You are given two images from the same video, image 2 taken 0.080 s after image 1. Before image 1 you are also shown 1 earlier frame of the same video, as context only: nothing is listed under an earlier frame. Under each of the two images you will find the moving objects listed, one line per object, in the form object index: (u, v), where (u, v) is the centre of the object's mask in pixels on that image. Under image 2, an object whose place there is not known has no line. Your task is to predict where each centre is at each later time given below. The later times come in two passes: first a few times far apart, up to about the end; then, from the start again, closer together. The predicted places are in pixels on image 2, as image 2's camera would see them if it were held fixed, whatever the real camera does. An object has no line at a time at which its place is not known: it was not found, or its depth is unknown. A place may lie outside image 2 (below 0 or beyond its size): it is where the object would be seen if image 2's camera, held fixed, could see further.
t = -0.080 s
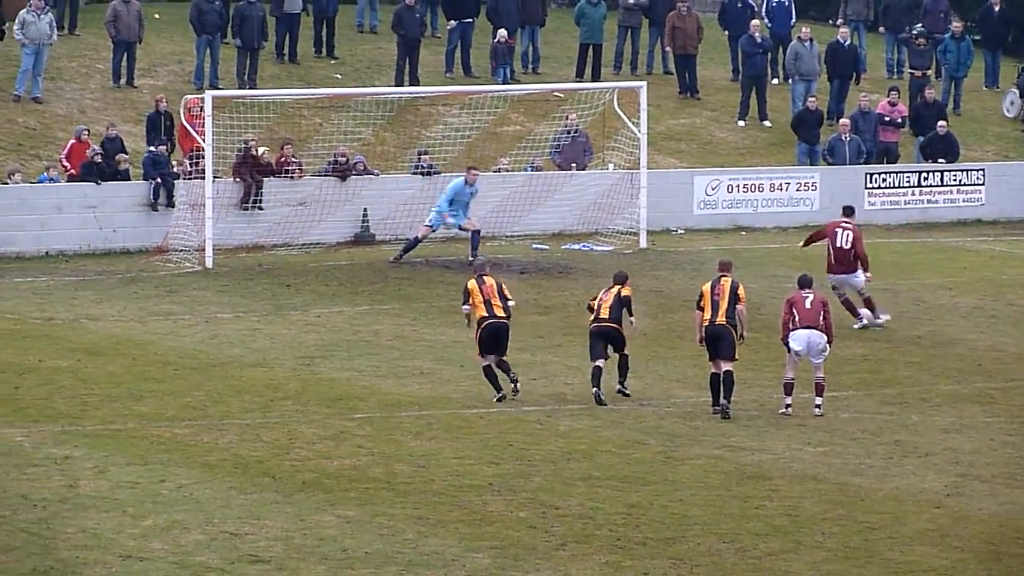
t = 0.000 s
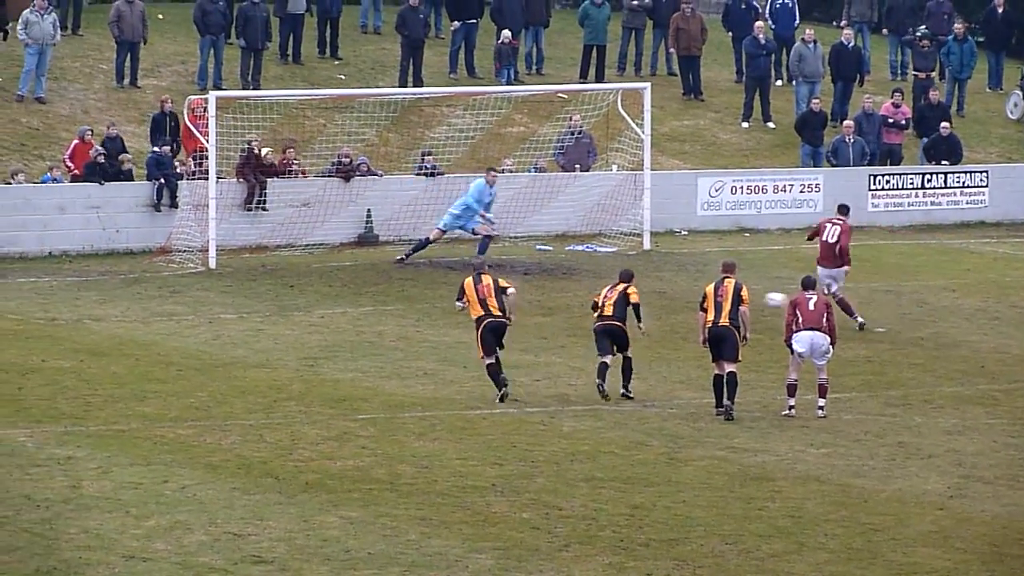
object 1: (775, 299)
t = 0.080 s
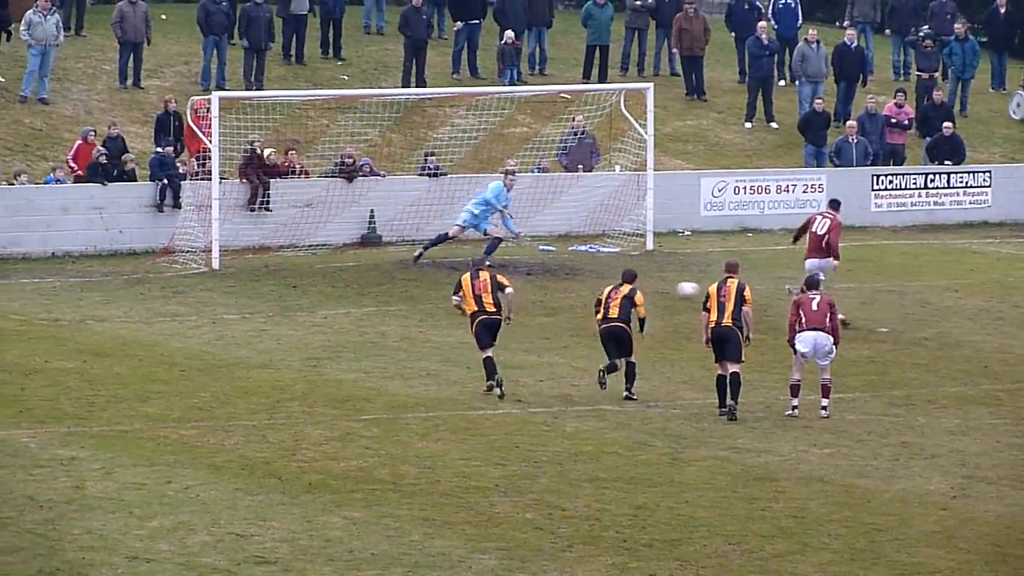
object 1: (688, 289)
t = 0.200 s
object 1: (562, 271)
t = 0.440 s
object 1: (342, 253)
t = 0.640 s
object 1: (259, 240)
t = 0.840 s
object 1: (270, 225)
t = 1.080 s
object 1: (285, 242)
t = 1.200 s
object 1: (292, 253)
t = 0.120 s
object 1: (644, 284)
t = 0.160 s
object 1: (603, 276)
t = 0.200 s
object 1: (562, 271)
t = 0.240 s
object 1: (523, 267)
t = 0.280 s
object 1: (484, 265)
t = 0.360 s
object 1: (411, 257)
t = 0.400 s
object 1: (376, 255)
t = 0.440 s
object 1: (342, 253)
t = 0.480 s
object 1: (309, 250)
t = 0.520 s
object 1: (278, 247)
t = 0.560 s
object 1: (262, 246)
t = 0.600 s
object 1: (260, 245)
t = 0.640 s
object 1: (259, 240)
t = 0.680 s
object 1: (261, 235)
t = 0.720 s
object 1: (262, 231)
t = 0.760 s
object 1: (265, 228)
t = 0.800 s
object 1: (267, 226)
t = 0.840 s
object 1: (270, 225)
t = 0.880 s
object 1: (273, 225)
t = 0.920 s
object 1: (276, 226)
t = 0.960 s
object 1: (278, 229)
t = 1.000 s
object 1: (280, 232)
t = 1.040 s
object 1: (283, 237)
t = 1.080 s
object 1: (285, 242)
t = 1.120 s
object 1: (289, 249)
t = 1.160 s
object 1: (291, 256)
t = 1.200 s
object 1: (292, 253)
